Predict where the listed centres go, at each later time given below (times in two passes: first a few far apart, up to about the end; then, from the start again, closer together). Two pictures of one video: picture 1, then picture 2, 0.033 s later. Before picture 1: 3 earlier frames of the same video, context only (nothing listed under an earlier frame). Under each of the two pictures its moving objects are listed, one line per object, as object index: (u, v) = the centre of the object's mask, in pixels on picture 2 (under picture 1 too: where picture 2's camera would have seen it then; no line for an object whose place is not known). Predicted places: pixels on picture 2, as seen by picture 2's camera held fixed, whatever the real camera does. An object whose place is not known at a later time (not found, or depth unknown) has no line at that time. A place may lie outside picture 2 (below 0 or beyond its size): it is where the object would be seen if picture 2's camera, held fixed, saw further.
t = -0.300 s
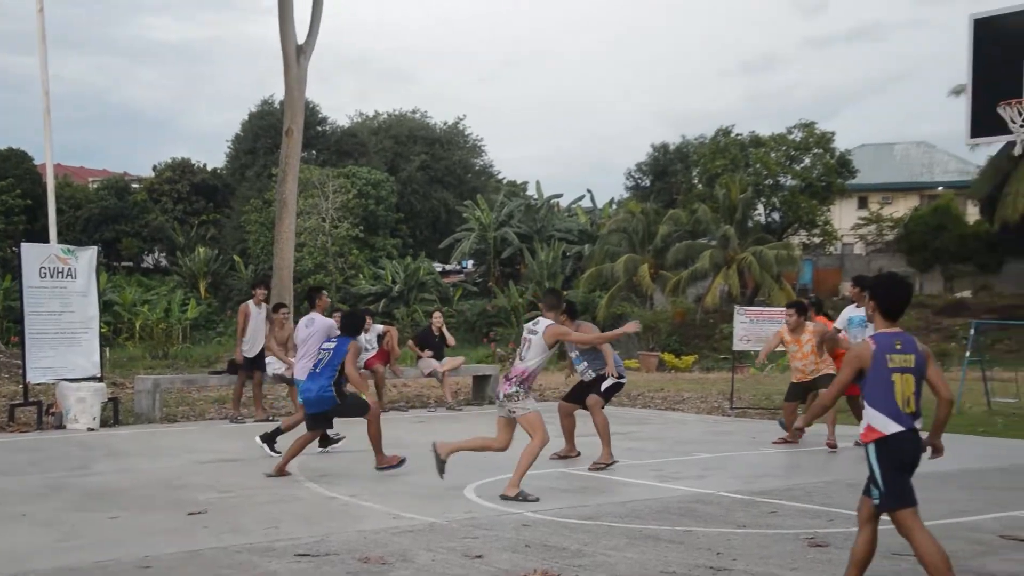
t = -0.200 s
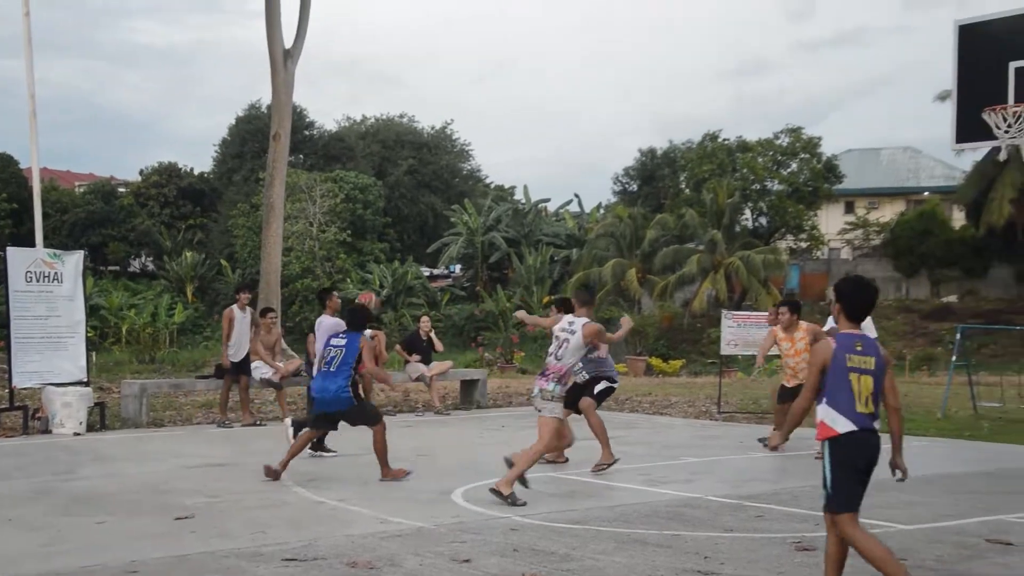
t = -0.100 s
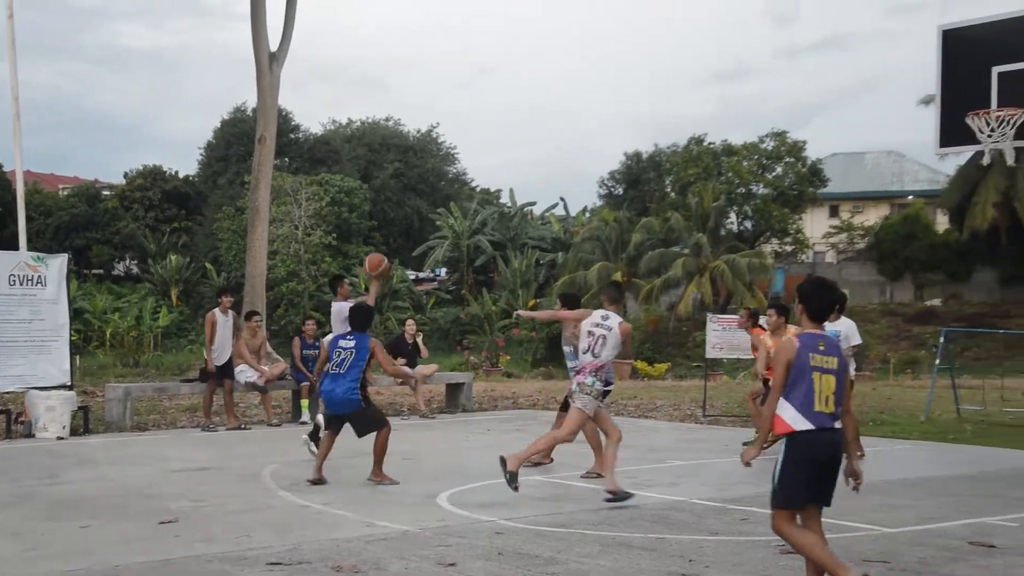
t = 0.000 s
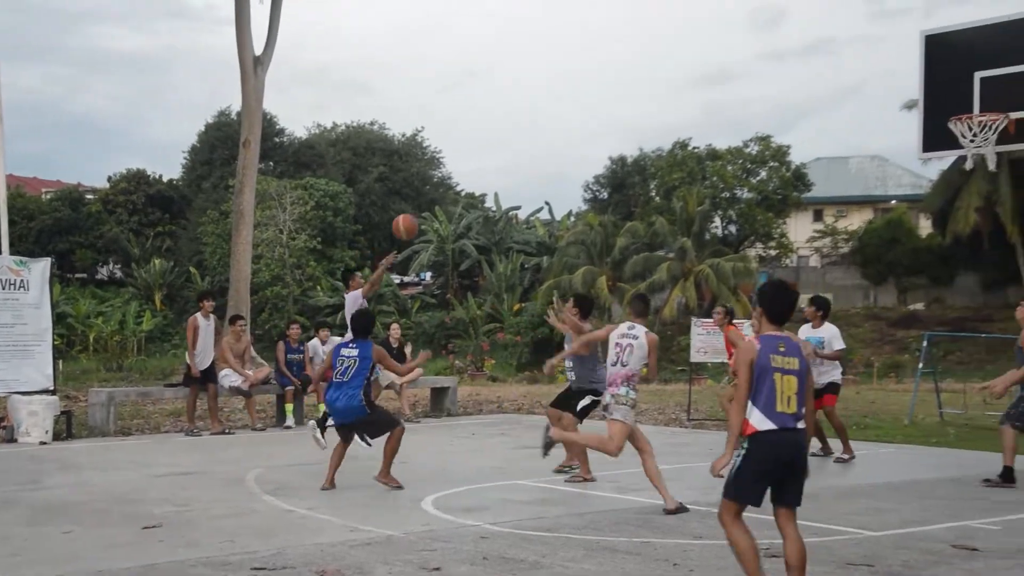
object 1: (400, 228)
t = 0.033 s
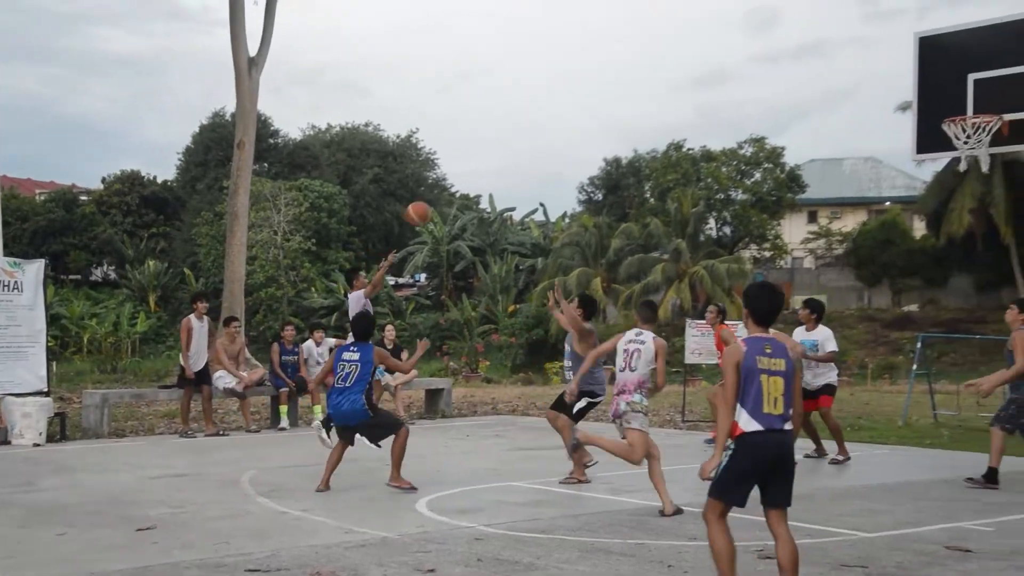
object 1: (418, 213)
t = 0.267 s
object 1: (562, 143)
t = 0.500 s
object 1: (724, 126)
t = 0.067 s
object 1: (437, 200)
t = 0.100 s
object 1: (458, 189)
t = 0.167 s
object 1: (499, 168)
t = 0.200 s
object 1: (520, 159)
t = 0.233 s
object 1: (541, 150)
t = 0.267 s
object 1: (562, 143)
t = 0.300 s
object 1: (584, 137)
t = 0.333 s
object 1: (607, 132)
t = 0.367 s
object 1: (630, 128)
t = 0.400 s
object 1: (652, 126)
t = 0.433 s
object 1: (675, 125)
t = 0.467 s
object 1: (699, 125)
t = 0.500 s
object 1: (724, 126)
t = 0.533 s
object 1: (748, 130)
